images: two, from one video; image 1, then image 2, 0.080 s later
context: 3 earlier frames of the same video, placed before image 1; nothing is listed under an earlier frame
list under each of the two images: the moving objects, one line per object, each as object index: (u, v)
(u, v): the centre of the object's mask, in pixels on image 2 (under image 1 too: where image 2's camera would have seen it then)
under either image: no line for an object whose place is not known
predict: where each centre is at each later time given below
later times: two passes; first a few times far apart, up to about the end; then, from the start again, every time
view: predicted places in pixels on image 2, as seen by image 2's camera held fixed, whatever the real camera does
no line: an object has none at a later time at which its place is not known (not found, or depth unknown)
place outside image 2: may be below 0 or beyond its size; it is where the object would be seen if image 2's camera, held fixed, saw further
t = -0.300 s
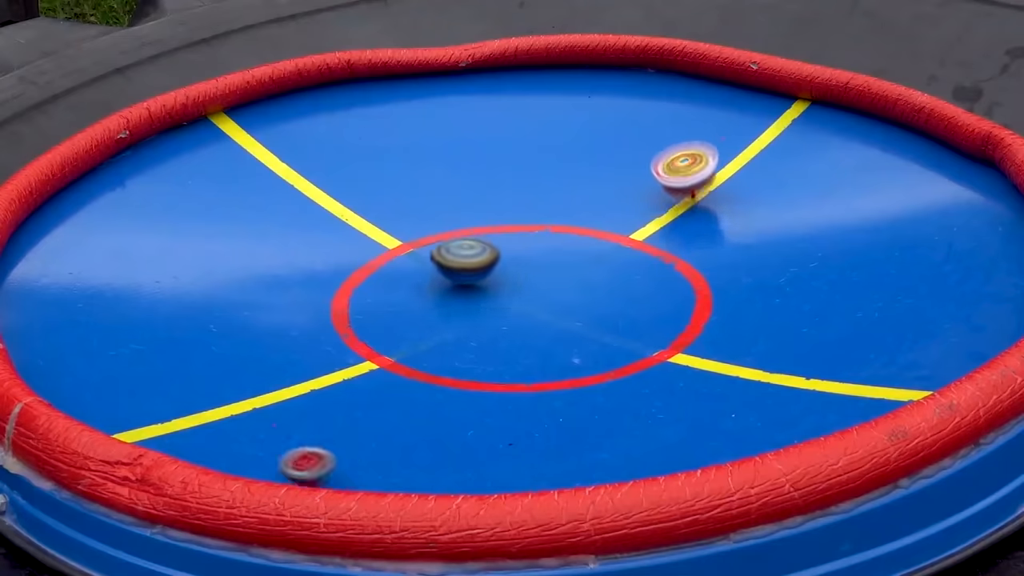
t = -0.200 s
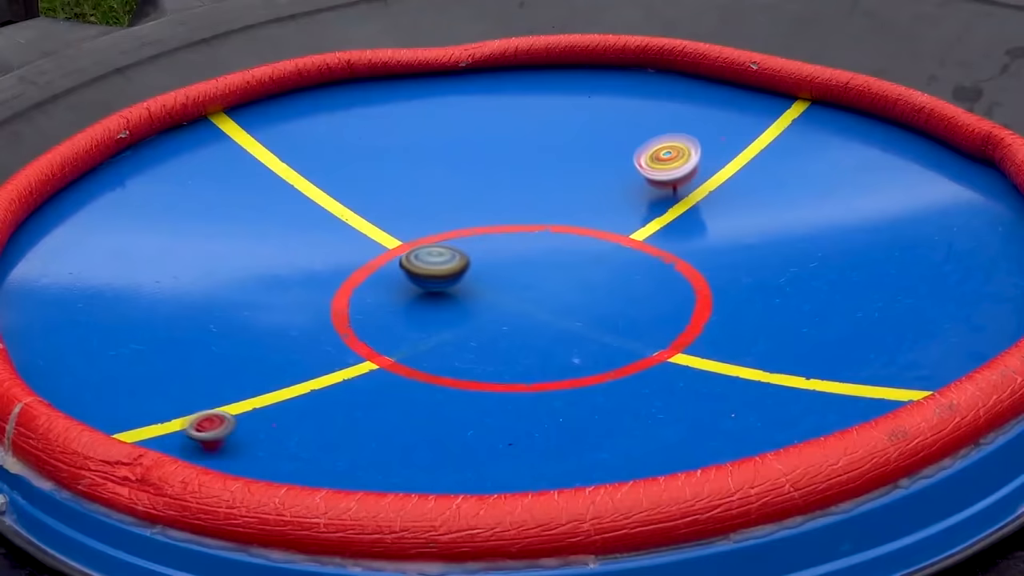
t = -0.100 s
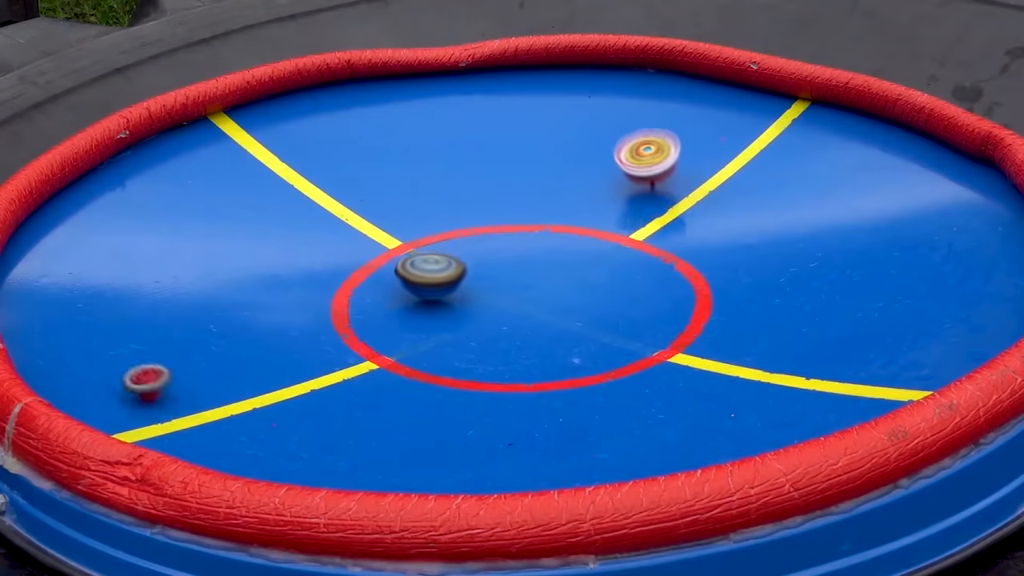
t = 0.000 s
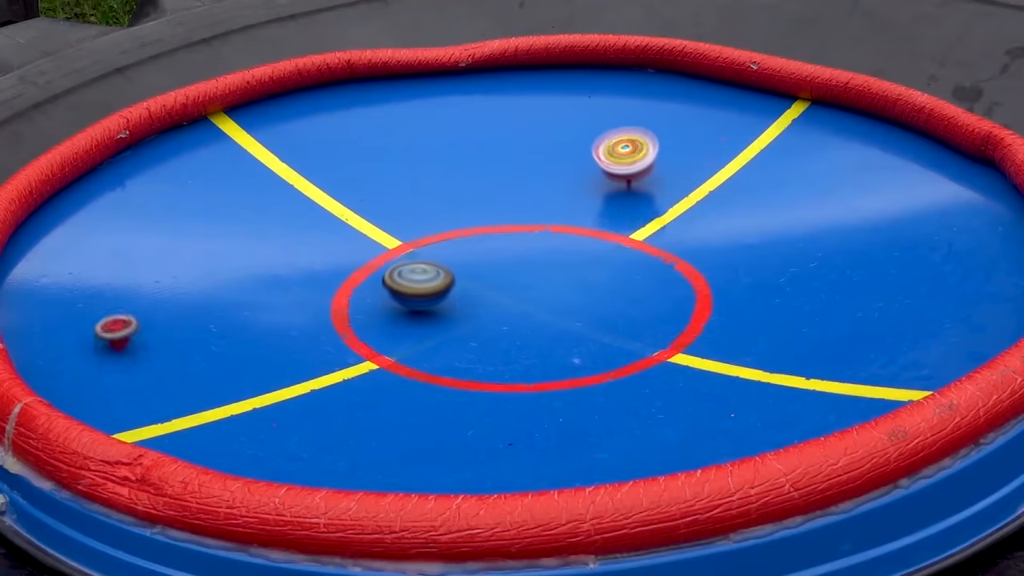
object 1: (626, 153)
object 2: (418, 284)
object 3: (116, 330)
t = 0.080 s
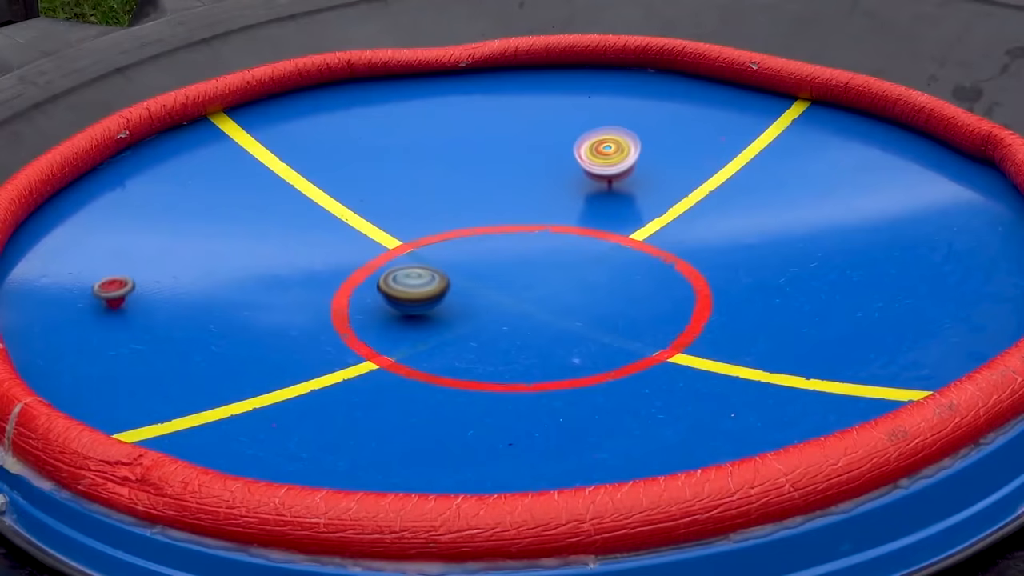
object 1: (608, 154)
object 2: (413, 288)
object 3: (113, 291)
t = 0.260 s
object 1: (562, 162)
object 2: (445, 291)
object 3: (160, 209)
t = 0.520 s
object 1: (496, 191)
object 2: (491, 283)
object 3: (322, 136)
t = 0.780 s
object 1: (446, 232)
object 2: (509, 258)
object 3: (534, 130)
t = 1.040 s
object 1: (431, 279)
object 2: (492, 243)
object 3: (720, 184)
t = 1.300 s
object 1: (462, 319)
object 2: (473, 248)
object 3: (810, 275)
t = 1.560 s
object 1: (529, 341)
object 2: (492, 258)
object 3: (692, 380)
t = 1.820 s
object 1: (600, 332)
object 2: (530, 251)
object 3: (416, 394)
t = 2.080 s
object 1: (641, 304)
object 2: (573, 253)
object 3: (287, 304)
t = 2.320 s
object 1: (638, 273)
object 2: (556, 239)
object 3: (350, 218)
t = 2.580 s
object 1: (618, 247)
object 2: (544, 244)
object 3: (516, 179)
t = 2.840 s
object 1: (578, 229)
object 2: (508, 248)
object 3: (683, 201)
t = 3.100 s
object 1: (542, 218)
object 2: (508, 257)
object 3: (740, 276)
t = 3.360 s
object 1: (503, 218)
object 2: (508, 263)
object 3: (617, 348)
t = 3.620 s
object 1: (471, 226)
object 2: (501, 267)
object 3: (409, 344)
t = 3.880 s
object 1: (452, 236)
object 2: (487, 275)
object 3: (327, 274)
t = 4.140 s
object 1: (450, 245)
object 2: (487, 285)
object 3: (395, 212)
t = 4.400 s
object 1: (465, 251)
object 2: (496, 292)
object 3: (537, 204)
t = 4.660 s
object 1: (491, 249)
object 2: (508, 292)
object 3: (648, 249)
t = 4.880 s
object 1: (514, 245)
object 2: (516, 292)
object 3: (654, 305)
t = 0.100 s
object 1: (603, 154)
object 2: (412, 288)
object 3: (115, 280)
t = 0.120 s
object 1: (598, 154)
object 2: (413, 288)
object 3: (118, 271)
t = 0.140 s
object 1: (593, 155)
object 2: (414, 288)
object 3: (121, 261)
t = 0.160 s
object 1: (588, 156)
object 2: (418, 288)
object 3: (125, 252)
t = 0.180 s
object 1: (583, 157)
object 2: (422, 289)
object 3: (130, 243)
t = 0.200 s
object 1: (578, 158)
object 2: (428, 290)
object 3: (136, 234)
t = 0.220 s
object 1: (573, 159)
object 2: (434, 290)
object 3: (143, 226)
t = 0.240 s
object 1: (568, 160)
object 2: (440, 291)
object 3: (151, 217)
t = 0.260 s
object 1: (562, 162)
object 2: (445, 291)
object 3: (160, 209)
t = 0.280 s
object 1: (557, 163)
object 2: (451, 291)
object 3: (169, 201)
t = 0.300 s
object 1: (552, 165)
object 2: (456, 292)
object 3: (178, 194)
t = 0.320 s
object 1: (547, 167)
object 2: (460, 292)
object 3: (188, 186)
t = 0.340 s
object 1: (542, 169)
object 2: (464, 292)
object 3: (199, 180)
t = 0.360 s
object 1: (537, 171)
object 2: (468, 292)
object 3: (212, 173)
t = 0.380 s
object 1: (532, 173)
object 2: (470, 293)
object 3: (223, 167)
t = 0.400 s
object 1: (527, 176)
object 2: (471, 293)
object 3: (236, 161)
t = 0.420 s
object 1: (522, 178)
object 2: (474, 292)
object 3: (249, 156)
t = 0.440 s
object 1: (517, 181)
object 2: (476, 291)
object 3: (264, 150)
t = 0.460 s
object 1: (511, 183)
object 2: (480, 289)
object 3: (278, 145)
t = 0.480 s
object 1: (506, 186)
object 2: (484, 287)
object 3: (292, 142)
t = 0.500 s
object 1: (501, 189)
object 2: (488, 285)
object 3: (307, 139)
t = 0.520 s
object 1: (496, 191)
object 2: (491, 283)
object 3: (322, 136)
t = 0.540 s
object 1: (491, 194)
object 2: (494, 281)
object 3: (337, 132)
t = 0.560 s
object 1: (486, 198)
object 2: (496, 280)
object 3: (353, 129)
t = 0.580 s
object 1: (482, 201)
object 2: (498, 278)
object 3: (369, 127)
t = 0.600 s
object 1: (478, 204)
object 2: (498, 277)
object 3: (386, 126)
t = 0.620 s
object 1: (473, 206)
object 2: (498, 276)
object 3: (402, 125)
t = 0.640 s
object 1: (469, 209)
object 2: (497, 274)
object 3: (418, 124)
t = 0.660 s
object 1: (465, 212)
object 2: (498, 272)
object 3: (435, 124)
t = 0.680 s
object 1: (462, 216)
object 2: (498, 270)
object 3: (451, 124)
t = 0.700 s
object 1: (458, 219)
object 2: (499, 267)
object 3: (468, 124)
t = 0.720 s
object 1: (454, 223)
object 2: (501, 265)
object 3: (484, 125)
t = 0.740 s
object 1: (451, 226)
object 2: (503, 262)
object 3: (501, 127)
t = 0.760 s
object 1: (449, 229)
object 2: (507, 260)
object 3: (517, 128)
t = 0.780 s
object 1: (446, 232)
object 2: (509, 258)
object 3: (534, 130)
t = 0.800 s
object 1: (444, 236)
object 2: (513, 256)
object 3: (550, 132)
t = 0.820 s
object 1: (441, 240)
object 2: (515, 254)
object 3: (565, 135)
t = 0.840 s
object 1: (439, 244)
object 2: (517, 253)
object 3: (581, 139)
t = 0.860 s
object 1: (437, 247)
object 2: (518, 252)
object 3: (596, 141)
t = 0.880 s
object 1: (435, 251)
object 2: (519, 251)
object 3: (611, 145)
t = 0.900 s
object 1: (434, 255)
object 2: (517, 249)
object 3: (626, 149)
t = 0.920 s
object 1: (433, 258)
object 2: (515, 248)
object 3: (641, 153)
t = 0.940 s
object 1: (432, 262)
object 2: (512, 246)
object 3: (655, 157)
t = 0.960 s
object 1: (431, 265)
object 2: (508, 244)
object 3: (669, 162)
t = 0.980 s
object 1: (431, 269)
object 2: (504, 244)
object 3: (682, 167)
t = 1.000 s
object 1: (430, 272)
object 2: (500, 243)
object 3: (695, 172)
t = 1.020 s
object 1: (431, 277)
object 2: (496, 243)
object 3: (708, 177)
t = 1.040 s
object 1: (431, 279)
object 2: (492, 243)
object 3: (720, 184)
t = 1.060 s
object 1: (432, 283)
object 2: (488, 244)
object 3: (732, 189)
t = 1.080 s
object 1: (433, 286)
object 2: (484, 245)
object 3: (742, 195)
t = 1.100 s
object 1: (434, 290)
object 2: (480, 246)
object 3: (752, 202)
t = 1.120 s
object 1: (436, 293)
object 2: (475, 248)
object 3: (762, 208)
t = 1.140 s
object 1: (438, 296)
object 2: (469, 248)
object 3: (771, 214)
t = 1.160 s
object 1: (440, 300)
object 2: (465, 249)
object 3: (779, 222)
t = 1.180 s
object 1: (443, 302)
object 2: (463, 249)
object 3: (787, 228)
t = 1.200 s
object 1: (445, 305)
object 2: (463, 250)
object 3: (793, 236)
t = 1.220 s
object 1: (448, 309)
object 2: (463, 250)
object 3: (799, 244)
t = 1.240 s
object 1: (451, 311)
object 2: (465, 250)
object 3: (803, 251)
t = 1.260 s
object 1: (454, 314)
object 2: (467, 250)
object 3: (806, 259)
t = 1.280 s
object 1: (458, 317)
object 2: (469, 249)
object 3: (809, 267)
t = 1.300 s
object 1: (462, 319)
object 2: (473, 248)
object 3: (810, 275)
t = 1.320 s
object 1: (466, 321)
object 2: (477, 247)
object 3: (810, 284)
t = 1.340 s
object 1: (470, 324)
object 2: (483, 247)
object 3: (808, 292)
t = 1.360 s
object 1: (475, 326)
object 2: (489, 247)
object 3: (805, 300)
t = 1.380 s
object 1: (480, 328)
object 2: (493, 247)
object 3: (801, 310)
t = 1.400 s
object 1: (485, 330)
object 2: (496, 248)
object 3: (795, 318)
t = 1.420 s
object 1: (490, 332)
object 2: (498, 249)
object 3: (787, 327)
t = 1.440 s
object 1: (495, 334)
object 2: (499, 250)
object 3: (779, 336)
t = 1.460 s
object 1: (500, 336)
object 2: (500, 251)
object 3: (768, 343)
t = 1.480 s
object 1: (506, 338)
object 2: (499, 253)
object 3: (756, 351)
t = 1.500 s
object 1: (511, 339)
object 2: (499, 255)
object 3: (742, 358)
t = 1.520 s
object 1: (517, 340)
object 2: (497, 256)
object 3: (727, 367)
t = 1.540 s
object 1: (523, 341)
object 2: (494, 257)
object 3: (710, 374)
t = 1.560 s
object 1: (529, 341)
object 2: (492, 258)
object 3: (692, 380)
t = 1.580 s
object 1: (534, 342)
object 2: (491, 258)
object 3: (673, 386)
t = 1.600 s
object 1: (540, 343)
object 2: (491, 258)
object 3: (653, 391)
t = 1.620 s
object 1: (546, 343)
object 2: (491, 258)
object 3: (632, 395)
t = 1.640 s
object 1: (552, 343)
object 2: (493, 258)
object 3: (610, 399)
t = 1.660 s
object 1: (557, 342)
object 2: (495, 258)
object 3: (588, 402)
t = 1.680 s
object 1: (563, 341)
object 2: (498, 257)
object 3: (565, 404)
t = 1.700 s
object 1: (569, 341)
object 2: (501, 256)
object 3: (543, 404)
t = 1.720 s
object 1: (574, 340)
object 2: (505, 255)
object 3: (521, 405)
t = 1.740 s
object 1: (579, 339)
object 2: (509, 253)
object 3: (498, 404)
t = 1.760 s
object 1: (585, 337)
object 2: (515, 253)
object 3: (476, 403)
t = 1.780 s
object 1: (590, 336)
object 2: (520, 252)
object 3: (455, 401)
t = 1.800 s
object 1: (595, 334)
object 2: (525, 252)
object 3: (435, 398)
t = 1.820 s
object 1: (600, 332)
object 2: (530, 251)
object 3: (416, 394)
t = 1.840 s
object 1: (604, 330)
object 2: (534, 251)
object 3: (398, 389)
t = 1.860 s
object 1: (608, 328)
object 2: (539, 250)
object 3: (382, 384)
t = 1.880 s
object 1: (612, 326)
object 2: (544, 250)
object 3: (366, 379)
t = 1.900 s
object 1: (616, 324)
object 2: (549, 249)
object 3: (352, 372)
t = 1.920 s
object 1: (620, 322)
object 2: (554, 249)
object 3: (339, 366)
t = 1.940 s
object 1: (623, 320)
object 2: (559, 249)
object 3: (328, 358)
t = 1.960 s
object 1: (627, 318)
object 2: (563, 250)
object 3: (318, 352)
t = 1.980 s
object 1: (630, 315)
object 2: (568, 251)
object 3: (310, 344)
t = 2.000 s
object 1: (632, 313)
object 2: (570, 252)
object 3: (303, 336)
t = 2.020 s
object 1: (635, 311)
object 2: (572, 253)
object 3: (297, 328)
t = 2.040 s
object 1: (637, 309)
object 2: (573, 253)
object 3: (293, 320)
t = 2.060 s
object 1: (639, 307)
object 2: (573, 254)
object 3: (290, 312)
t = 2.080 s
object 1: (641, 304)
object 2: (573, 253)
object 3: (287, 304)
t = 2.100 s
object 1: (643, 302)
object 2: (573, 253)
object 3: (287, 296)
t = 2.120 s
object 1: (644, 299)
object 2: (573, 252)
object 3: (288, 288)
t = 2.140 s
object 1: (645, 297)
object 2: (571, 251)
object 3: (290, 280)
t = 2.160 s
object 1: (645, 294)
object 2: (567, 250)
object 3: (293, 272)
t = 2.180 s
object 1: (645, 291)
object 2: (564, 250)
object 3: (297, 265)
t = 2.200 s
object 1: (645, 289)
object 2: (559, 248)
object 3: (302, 257)
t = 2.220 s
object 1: (644, 286)
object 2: (556, 246)
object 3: (308, 250)
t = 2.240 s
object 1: (644, 284)
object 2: (555, 244)
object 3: (314, 243)
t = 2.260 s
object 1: (643, 281)
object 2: (554, 243)
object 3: (322, 237)
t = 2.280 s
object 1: (642, 279)
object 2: (554, 242)
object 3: (331, 230)
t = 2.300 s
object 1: (640, 276)
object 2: (555, 240)
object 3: (340, 224)
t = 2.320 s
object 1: (638, 273)
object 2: (556, 239)
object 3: (350, 218)
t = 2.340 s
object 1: (637, 270)
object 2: (559, 238)
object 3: (360, 212)
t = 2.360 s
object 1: (635, 268)
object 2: (562, 237)
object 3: (373, 207)
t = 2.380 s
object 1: (633, 266)
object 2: (565, 237)
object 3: (384, 203)
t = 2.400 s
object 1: (630, 265)
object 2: (567, 237)
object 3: (396, 199)
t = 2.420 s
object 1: (628, 261)
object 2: (567, 237)
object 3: (409, 195)
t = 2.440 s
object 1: (626, 258)
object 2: (565, 238)
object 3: (422, 191)
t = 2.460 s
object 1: (622, 256)
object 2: (564, 240)
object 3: (435, 189)
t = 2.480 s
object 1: (619, 253)
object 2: (562, 241)
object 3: (448, 186)
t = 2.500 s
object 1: (619, 251)
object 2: (559, 243)
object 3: (462, 184)
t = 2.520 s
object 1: (620, 249)
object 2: (556, 243)
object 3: (476, 182)
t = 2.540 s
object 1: (620, 248)
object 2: (552, 243)
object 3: (489, 180)
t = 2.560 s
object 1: (620, 248)
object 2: (548, 243)
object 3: (503, 179)
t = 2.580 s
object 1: (618, 247)
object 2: (544, 244)
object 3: (516, 179)
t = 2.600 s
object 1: (616, 246)
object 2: (539, 244)
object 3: (530, 178)
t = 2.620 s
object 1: (613, 244)
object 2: (536, 245)
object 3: (543, 178)
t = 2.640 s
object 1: (611, 243)
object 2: (532, 245)
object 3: (557, 178)
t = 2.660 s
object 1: (608, 241)
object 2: (529, 245)
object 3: (571, 178)
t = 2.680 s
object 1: (605, 240)
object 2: (527, 246)
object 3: (585, 179)
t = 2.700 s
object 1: (602, 238)
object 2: (524, 246)
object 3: (598, 180)
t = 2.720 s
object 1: (599, 237)
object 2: (522, 246)
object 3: (611, 182)
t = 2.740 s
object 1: (596, 236)
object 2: (519, 247)
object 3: (625, 185)
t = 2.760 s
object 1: (593, 234)
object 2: (517, 247)
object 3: (638, 187)
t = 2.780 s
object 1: (589, 233)
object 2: (514, 247)
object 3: (650, 189)
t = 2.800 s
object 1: (586, 231)
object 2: (512, 247)
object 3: (662, 194)
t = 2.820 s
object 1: (582, 230)
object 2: (510, 248)
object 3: (673, 196)
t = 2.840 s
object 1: (578, 229)
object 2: (508, 248)
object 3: (683, 201)
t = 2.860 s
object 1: (574, 228)
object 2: (507, 248)
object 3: (692, 205)
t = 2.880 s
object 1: (571, 227)
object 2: (505, 249)
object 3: (702, 209)
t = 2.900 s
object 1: (568, 226)
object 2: (504, 249)
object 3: (710, 214)
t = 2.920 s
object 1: (565, 226)
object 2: (502, 250)
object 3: (718, 219)
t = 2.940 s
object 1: (562, 225)
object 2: (501, 250)
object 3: (725, 225)
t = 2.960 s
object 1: (560, 224)
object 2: (501, 251)
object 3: (731, 231)
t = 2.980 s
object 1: (558, 223)
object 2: (501, 252)
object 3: (736, 237)
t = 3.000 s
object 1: (556, 222)
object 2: (501, 253)
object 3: (740, 243)
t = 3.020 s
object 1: (553, 221)
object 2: (502, 254)
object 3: (743, 250)
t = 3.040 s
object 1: (551, 220)
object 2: (504, 255)
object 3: (744, 257)
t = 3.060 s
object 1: (548, 219)
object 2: (506, 256)
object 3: (744, 263)
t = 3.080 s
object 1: (545, 219)
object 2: (506, 257)
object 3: (743, 269)
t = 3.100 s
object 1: (542, 218)
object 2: (508, 257)
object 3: (740, 276)
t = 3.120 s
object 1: (539, 218)
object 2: (509, 258)
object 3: (737, 282)
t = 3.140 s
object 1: (536, 216)
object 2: (510, 259)
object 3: (733, 289)
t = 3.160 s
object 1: (533, 216)
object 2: (511, 259)
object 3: (727, 296)
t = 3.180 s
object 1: (530, 216)
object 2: (511, 260)
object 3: (720, 302)
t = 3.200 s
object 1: (527, 216)
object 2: (511, 261)
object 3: (713, 309)
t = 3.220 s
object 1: (524, 217)
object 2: (511, 261)
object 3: (704, 315)
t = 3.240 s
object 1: (521, 216)
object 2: (511, 262)
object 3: (694, 320)
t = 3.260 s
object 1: (518, 217)
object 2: (511, 262)
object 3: (684, 326)
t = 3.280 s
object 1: (515, 217)
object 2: (511, 262)
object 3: (673, 331)
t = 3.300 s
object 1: (512, 217)
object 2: (510, 263)
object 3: (661, 336)
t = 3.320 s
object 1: (509, 218)
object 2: (510, 263)
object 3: (646, 340)
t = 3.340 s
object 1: (505, 218)
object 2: (509, 263)
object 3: (632, 344)
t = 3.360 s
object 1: (503, 218)
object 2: (508, 263)
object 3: (617, 348)
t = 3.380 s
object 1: (500, 219)
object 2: (507, 263)
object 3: (602, 351)
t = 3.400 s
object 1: (497, 219)
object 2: (505, 263)
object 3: (588, 354)
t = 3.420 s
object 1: (494, 220)
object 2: (505, 263)
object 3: (571, 356)
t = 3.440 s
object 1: (492, 221)
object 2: (504, 263)
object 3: (554, 358)
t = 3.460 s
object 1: (489, 221)
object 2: (504, 263)
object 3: (536, 359)
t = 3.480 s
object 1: (486, 222)
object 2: (505, 264)
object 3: (519, 360)
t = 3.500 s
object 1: (484, 223)
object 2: (505, 264)
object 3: (502, 359)
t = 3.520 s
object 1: (481, 223)
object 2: (505, 264)
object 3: (485, 358)
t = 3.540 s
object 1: (479, 224)
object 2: (505, 265)
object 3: (468, 356)
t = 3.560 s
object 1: (477, 225)
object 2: (504, 265)
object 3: (452, 354)
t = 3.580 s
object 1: (475, 226)
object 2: (503, 265)
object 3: (437, 351)
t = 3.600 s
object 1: (473, 226)
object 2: (503, 266)
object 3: (422, 348)
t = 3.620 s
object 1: (471, 226)
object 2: (501, 267)
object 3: (409, 344)
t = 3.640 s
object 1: (469, 227)
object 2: (500, 267)
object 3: (396, 340)
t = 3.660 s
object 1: (467, 227)
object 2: (499, 268)
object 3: (385, 334)
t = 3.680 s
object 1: (465, 228)
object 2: (497, 269)
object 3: (375, 330)
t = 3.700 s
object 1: (463, 229)
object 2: (496, 269)
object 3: (367, 325)
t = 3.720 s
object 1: (461, 230)
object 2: (495, 270)
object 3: (359, 320)
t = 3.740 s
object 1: (460, 230)
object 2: (493, 271)
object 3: (351, 315)
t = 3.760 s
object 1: (458, 231)
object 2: (492, 271)
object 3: (344, 309)
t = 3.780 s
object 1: (457, 232)
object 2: (491, 272)
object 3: (340, 302)
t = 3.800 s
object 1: (456, 233)
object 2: (489, 273)
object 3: (335, 297)
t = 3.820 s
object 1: (455, 234)
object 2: (488, 273)
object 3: (332, 291)
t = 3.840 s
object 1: (454, 235)
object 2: (488, 274)
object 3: (329, 286)
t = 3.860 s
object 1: (453, 236)
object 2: (487, 275)
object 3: (327, 279)
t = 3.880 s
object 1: (452, 236)
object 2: (487, 275)
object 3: (327, 274)
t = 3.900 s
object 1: (452, 237)
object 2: (489, 276)
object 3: (327, 268)
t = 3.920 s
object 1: (451, 238)
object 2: (490, 277)
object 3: (328, 262)
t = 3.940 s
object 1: (450, 238)
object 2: (490, 278)
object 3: (331, 255)
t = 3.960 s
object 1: (450, 240)
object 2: (491, 279)
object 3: (334, 250)
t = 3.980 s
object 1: (450, 240)
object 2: (491, 279)
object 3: (338, 245)
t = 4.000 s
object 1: (449, 241)
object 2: (490, 280)
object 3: (342, 241)
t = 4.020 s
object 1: (449, 241)
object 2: (490, 281)
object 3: (347, 236)
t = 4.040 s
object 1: (449, 242)
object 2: (490, 282)
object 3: (354, 231)
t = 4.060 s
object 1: (449, 242)
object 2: (489, 282)
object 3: (361, 226)
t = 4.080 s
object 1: (449, 243)
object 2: (489, 283)
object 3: (368, 221)
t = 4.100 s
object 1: (449, 244)
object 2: (488, 283)
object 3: (377, 218)
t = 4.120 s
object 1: (450, 244)
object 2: (488, 284)
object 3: (386, 215)
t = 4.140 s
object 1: (450, 245)
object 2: (487, 285)
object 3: (395, 212)
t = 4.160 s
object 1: (451, 245)
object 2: (486, 285)
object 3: (404, 209)
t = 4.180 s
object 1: (451, 246)
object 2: (487, 286)
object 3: (414, 207)
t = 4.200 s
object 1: (452, 246)
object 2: (486, 286)
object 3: (424, 206)
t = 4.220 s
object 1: (453, 247)
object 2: (485, 286)
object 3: (435, 204)
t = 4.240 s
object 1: (454, 248)
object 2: (485, 287)
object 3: (446, 202)
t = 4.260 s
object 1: (456, 248)
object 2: (485, 287)
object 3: (457, 201)
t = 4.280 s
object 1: (457, 248)
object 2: (485, 288)
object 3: (468, 201)
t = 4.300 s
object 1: (458, 248)
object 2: (486, 288)
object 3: (479, 201)
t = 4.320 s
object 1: (459, 249)
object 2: (489, 290)
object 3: (490, 201)
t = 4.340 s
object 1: (460, 249)
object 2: (491, 290)
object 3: (502, 201)
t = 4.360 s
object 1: (462, 250)
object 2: (492, 291)
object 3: (513, 202)
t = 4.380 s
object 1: (463, 250)
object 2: (494, 292)
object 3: (525, 203)
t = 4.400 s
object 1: (465, 251)
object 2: (496, 292)
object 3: (537, 204)
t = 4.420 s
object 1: (467, 251)
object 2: (497, 292)
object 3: (548, 207)
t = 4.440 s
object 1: (468, 251)
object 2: (499, 293)
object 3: (559, 209)
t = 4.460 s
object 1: (470, 251)
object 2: (500, 293)
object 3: (570, 212)
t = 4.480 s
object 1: (472, 251)
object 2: (502, 293)
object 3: (579, 215)
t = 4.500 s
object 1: (474, 252)
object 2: (503, 293)
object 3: (589, 217)
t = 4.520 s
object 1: (476, 251)
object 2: (503, 292)
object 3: (598, 221)
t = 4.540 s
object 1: (478, 251)
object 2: (504, 292)
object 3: (606, 224)
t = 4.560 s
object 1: (480, 251)
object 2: (505, 292)
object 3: (614, 227)
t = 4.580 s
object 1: (482, 250)
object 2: (506, 292)
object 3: (621, 231)
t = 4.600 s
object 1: (484, 250)
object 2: (506, 291)
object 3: (629, 235)
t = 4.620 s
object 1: (486, 250)
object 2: (506, 291)
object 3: (635, 240)
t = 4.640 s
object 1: (489, 249)
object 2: (507, 291)
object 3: (642, 244)
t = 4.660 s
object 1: (491, 249)
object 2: (508, 292)
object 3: (648, 249)
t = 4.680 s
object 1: (493, 248)
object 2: (508, 293)
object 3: (652, 253)
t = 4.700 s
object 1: (496, 248)
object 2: (508, 293)
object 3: (656, 258)
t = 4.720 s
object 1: (498, 248)
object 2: (510, 293)
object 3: (659, 263)
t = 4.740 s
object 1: (500, 248)
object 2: (510, 294)
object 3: (662, 268)
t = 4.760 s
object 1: (502, 247)
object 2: (511, 294)
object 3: (663, 273)
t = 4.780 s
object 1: (504, 247)
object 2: (511, 294)
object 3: (664, 278)
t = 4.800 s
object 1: (507, 247)
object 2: (512, 294)
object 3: (664, 284)
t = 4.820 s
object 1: (508, 246)
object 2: (513, 294)
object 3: (663, 289)
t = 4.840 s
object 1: (510, 246)
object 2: (514, 293)
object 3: (661, 295)
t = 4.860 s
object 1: (512, 245)
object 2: (515, 293)
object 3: (658, 300)
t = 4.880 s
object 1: (514, 245)
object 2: (516, 292)
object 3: (654, 305)
